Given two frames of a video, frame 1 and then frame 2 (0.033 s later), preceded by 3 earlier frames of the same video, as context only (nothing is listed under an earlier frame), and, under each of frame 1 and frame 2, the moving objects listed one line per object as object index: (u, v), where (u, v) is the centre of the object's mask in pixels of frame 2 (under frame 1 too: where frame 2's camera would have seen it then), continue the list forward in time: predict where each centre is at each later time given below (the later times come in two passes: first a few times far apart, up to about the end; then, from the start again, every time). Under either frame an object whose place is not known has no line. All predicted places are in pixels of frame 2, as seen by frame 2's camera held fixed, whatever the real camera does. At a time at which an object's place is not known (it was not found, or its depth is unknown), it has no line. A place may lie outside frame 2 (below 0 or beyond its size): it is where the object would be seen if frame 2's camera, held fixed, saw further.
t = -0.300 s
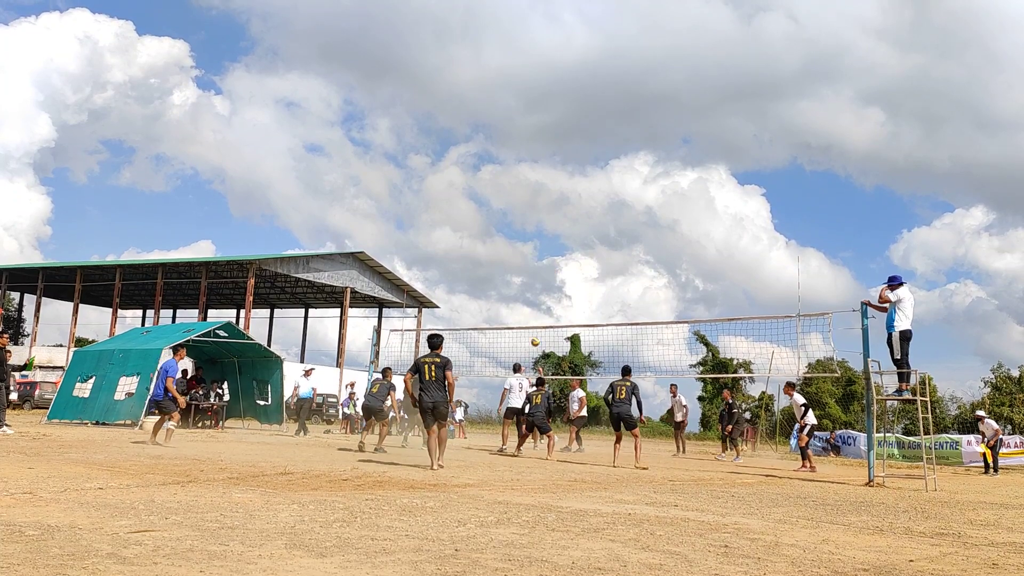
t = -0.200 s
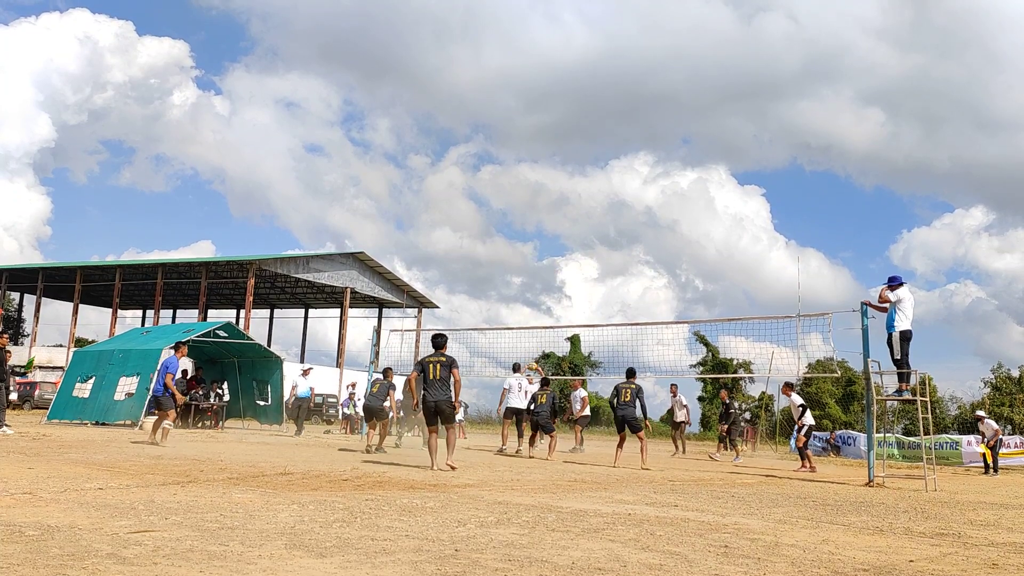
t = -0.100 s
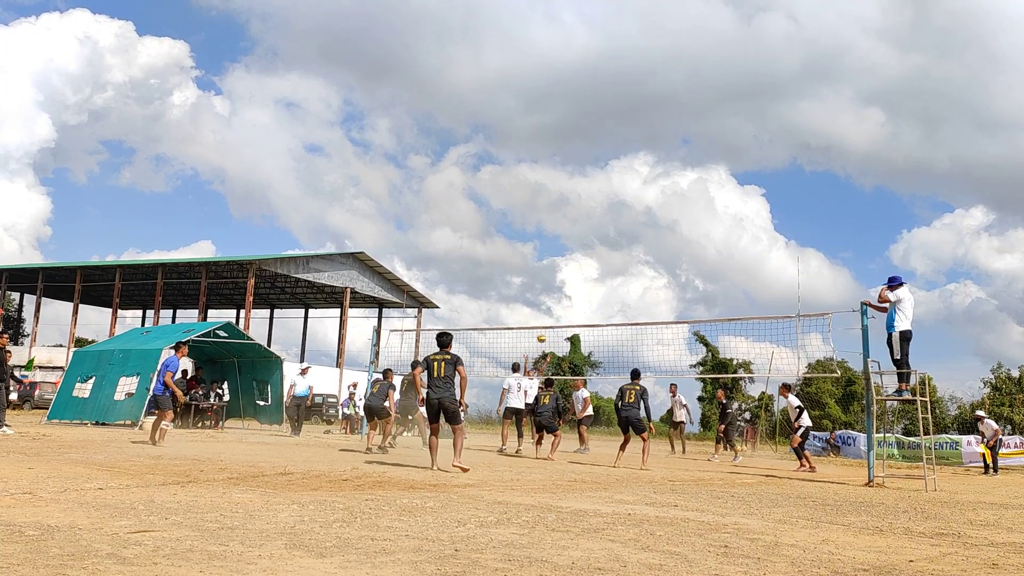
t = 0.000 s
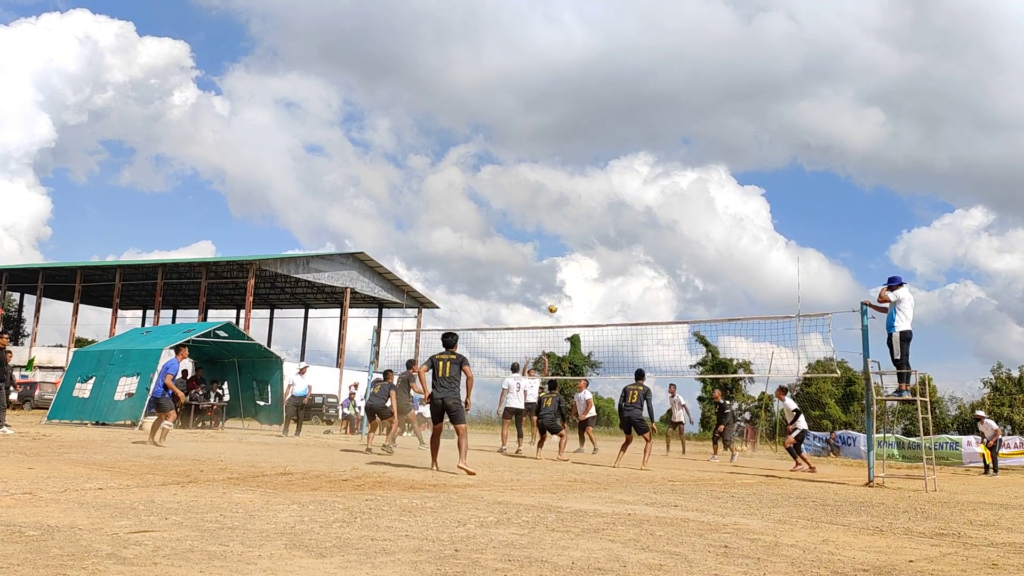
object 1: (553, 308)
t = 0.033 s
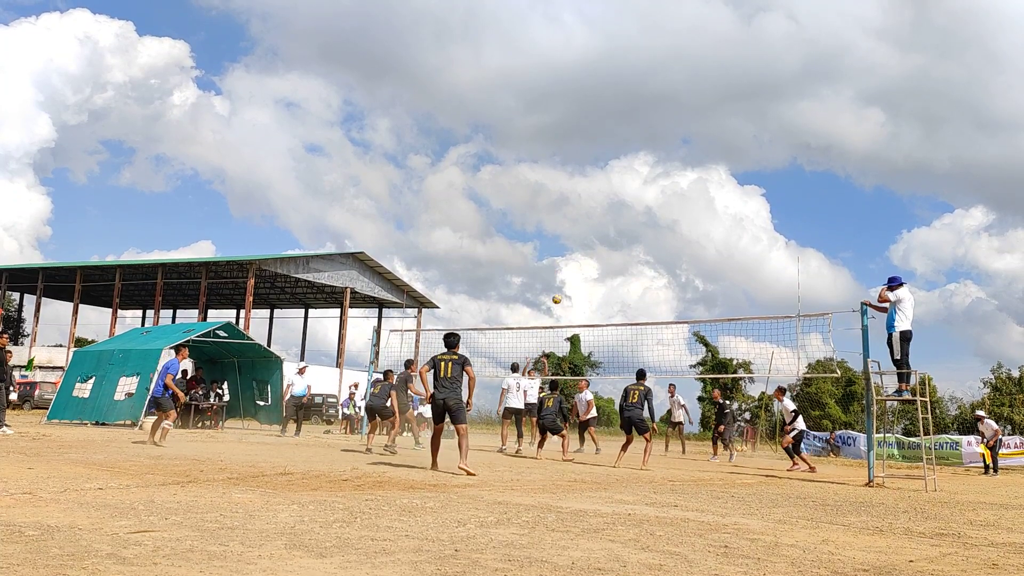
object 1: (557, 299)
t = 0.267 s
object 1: (582, 248)
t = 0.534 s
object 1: (610, 217)
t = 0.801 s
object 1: (639, 216)
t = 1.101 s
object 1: (673, 258)
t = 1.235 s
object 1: (688, 291)
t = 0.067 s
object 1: (560, 291)
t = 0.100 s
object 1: (564, 282)
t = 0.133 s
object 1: (567, 274)
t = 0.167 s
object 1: (571, 267)
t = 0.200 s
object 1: (575, 261)
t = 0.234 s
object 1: (578, 254)
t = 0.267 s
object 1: (582, 248)
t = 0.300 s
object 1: (585, 242)
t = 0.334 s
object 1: (589, 237)
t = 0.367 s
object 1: (592, 233)
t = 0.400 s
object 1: (596, 228)
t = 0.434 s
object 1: (600, 225)
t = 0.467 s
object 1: (603, 222)
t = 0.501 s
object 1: (607, 219)
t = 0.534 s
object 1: (610, 217)
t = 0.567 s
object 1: (614, 215)
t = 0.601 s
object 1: (618, 214)
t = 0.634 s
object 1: (621, 213)
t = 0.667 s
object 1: (625, 213)
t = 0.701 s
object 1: (628, 213)
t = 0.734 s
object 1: (632, 214)
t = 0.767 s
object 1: (635, 215)
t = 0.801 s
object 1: (639, 216)
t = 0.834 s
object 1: (643, 219)
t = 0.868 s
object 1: (646, 222)
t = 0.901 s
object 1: (650, 225)
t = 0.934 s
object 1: (654, 229)
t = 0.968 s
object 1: (657, 234)
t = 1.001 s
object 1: (661, 239)
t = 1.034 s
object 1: (665, 244)
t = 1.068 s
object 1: (669, 251)
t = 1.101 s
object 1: (673, 258)
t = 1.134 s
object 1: (677, 265)
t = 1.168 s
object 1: (681, 273)
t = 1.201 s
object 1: (684, 282)
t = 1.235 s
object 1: (688, 291)
